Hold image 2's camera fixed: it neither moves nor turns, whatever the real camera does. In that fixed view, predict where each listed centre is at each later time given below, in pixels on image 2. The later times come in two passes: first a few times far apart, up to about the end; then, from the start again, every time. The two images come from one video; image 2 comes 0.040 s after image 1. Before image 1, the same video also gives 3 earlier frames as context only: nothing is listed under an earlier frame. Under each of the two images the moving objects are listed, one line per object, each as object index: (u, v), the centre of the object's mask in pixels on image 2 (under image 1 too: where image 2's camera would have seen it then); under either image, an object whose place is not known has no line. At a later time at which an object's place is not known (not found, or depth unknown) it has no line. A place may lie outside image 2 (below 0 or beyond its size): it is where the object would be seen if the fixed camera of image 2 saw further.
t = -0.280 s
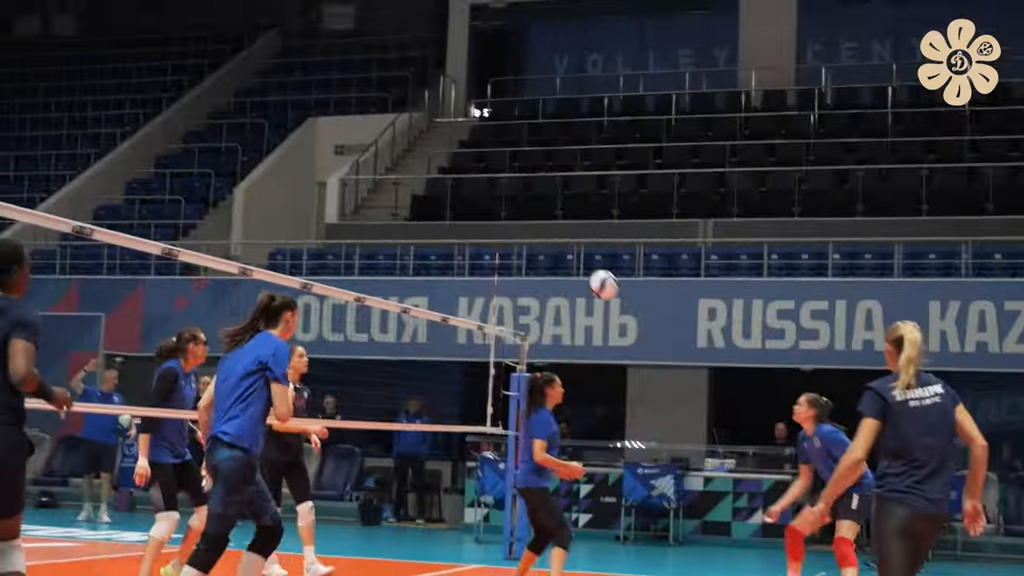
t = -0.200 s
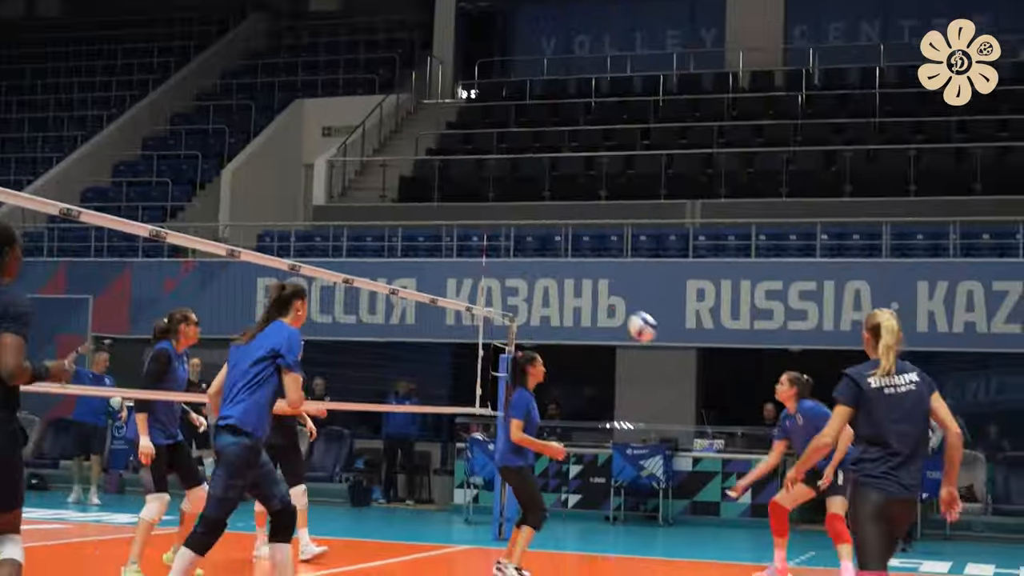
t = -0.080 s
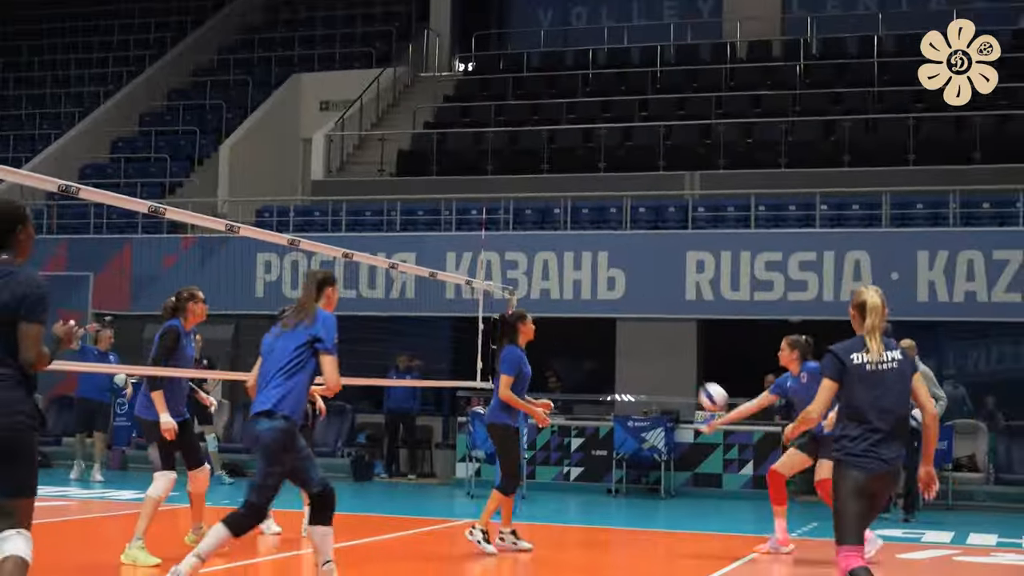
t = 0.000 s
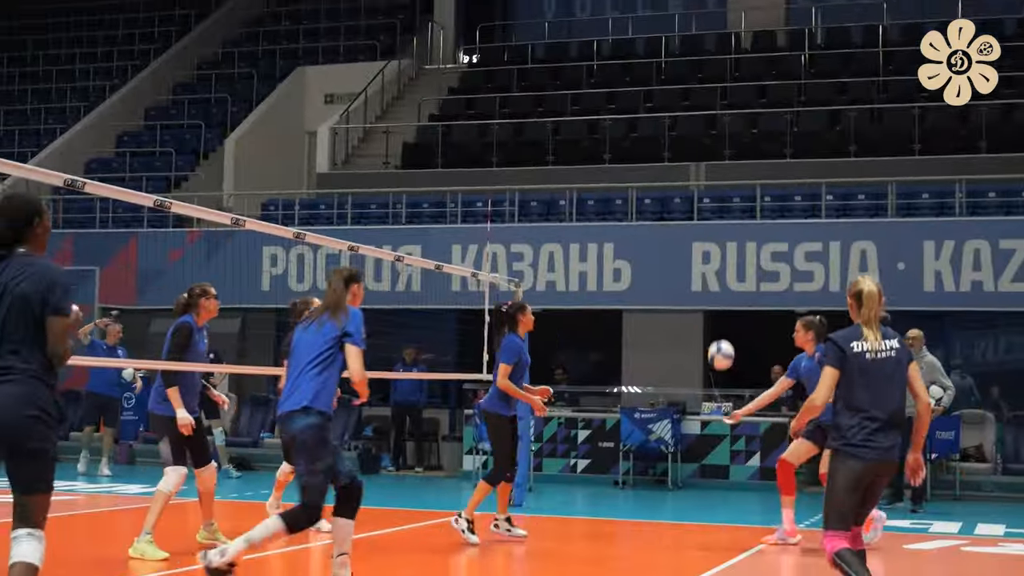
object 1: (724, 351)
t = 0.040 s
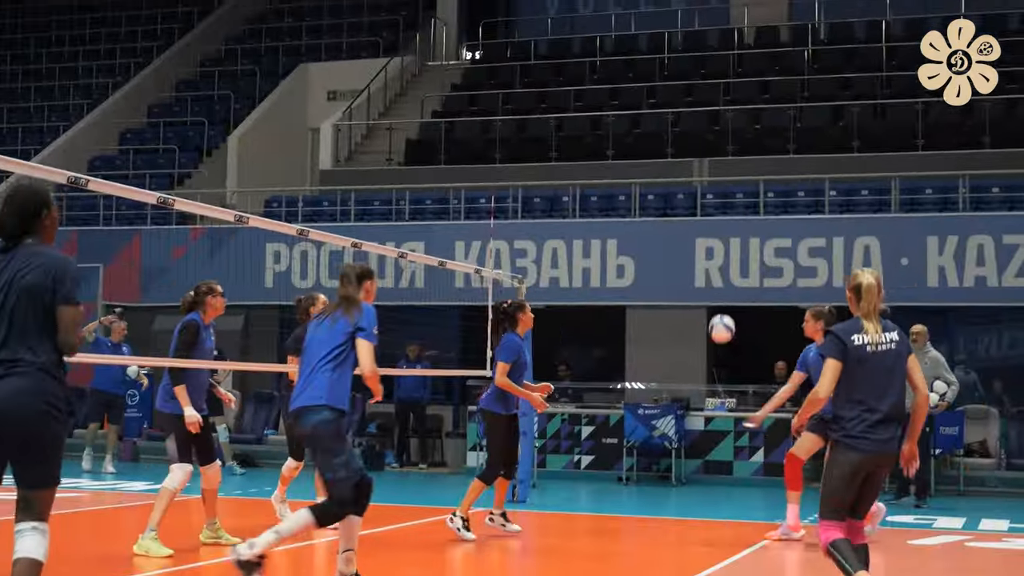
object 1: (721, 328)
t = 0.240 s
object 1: (709, 252)
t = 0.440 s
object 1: (695, 225)
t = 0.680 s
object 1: (680, 251)
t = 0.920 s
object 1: (665, 336)
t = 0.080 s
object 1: (719, 309)
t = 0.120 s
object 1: (716, 292)
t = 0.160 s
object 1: (714, 276)
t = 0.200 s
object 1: (711, 263)
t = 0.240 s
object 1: (709, 252)
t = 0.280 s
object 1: (705, 242)
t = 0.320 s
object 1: (703, 235)
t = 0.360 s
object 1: (700, 230)
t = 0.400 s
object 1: (697, 226)
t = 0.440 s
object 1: (695, 225)
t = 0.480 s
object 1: (692, 224)
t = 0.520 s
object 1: (690, 226)
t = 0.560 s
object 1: (688, 230)
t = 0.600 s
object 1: (685, 235)
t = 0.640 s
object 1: (682, 242)
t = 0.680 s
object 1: (680, 251)
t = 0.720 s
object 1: (678, 260)
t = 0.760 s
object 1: (674, 273)
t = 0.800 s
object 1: (672, 286)
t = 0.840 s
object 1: (670, 301)
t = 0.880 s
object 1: (668, 318)
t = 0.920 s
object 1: (665, 336)
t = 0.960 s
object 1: (663, 354)
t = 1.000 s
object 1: (661, 374)
